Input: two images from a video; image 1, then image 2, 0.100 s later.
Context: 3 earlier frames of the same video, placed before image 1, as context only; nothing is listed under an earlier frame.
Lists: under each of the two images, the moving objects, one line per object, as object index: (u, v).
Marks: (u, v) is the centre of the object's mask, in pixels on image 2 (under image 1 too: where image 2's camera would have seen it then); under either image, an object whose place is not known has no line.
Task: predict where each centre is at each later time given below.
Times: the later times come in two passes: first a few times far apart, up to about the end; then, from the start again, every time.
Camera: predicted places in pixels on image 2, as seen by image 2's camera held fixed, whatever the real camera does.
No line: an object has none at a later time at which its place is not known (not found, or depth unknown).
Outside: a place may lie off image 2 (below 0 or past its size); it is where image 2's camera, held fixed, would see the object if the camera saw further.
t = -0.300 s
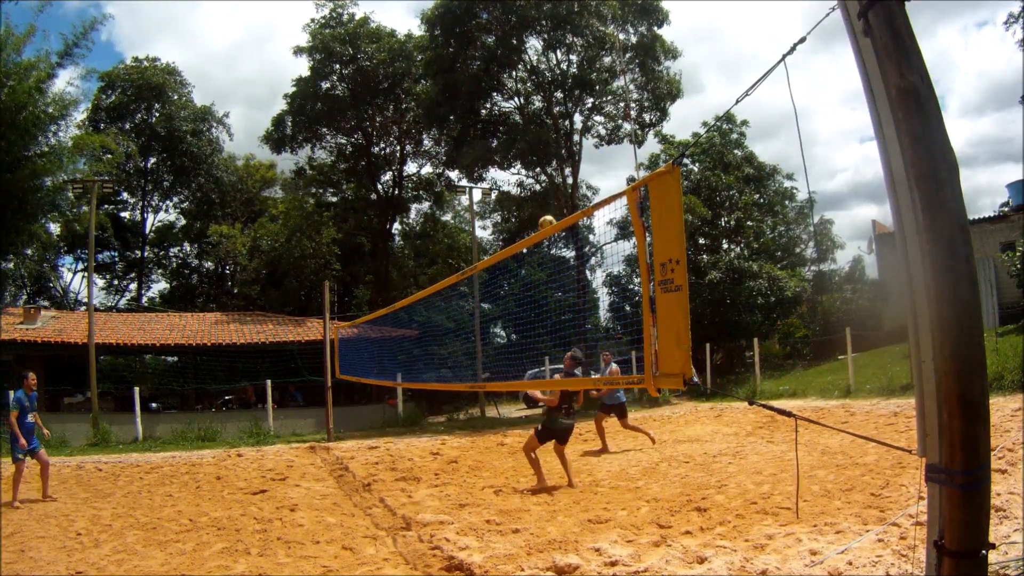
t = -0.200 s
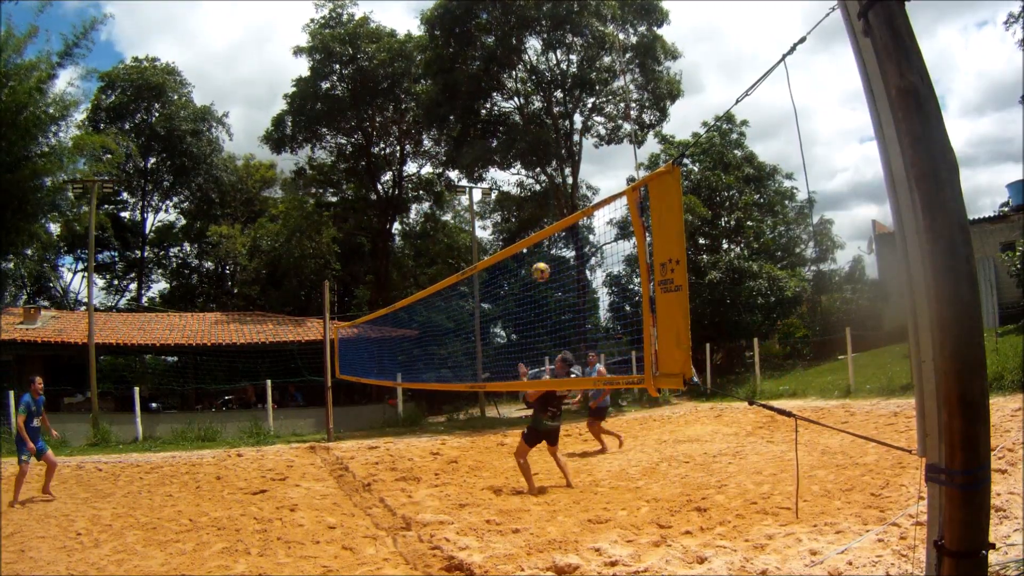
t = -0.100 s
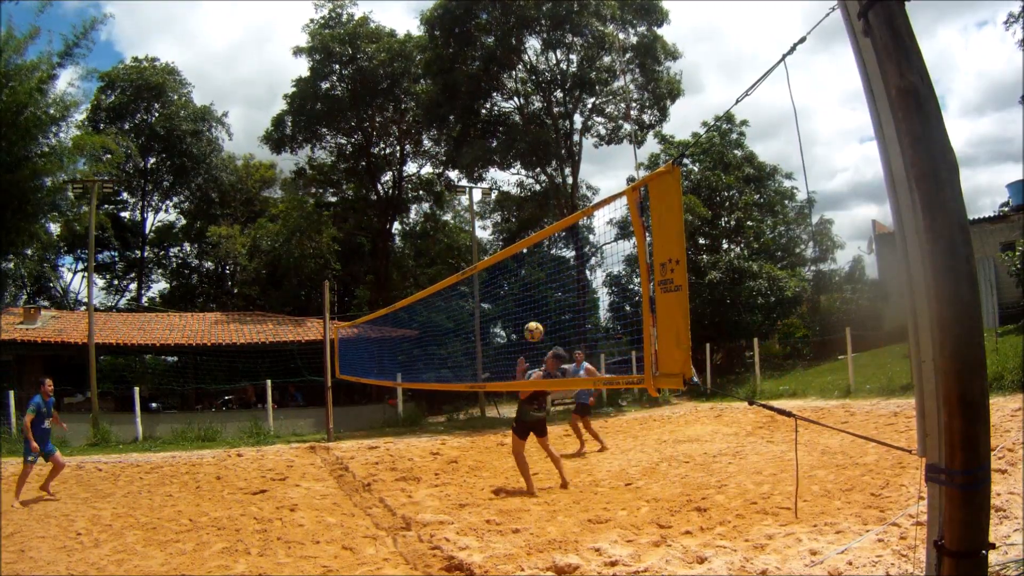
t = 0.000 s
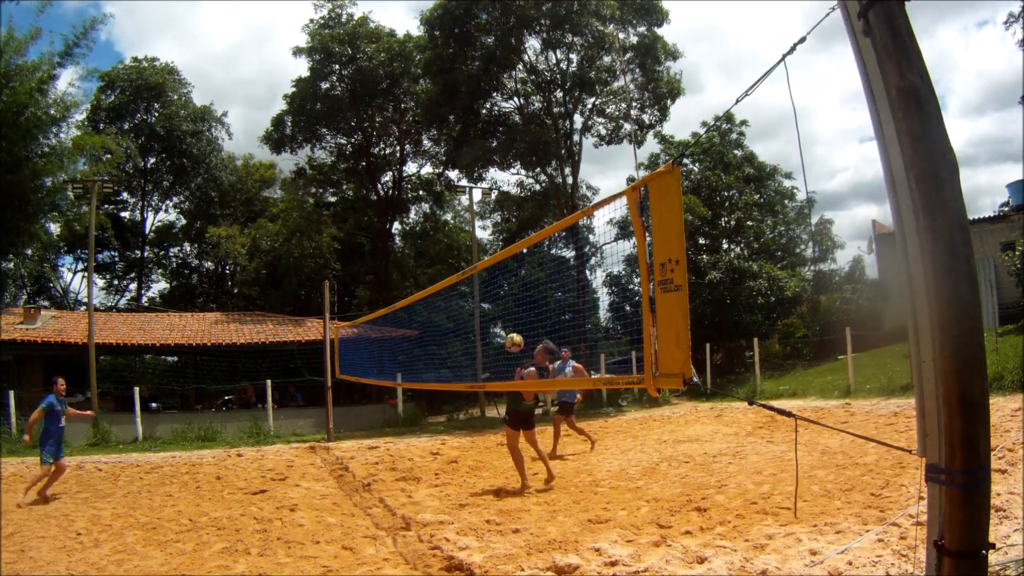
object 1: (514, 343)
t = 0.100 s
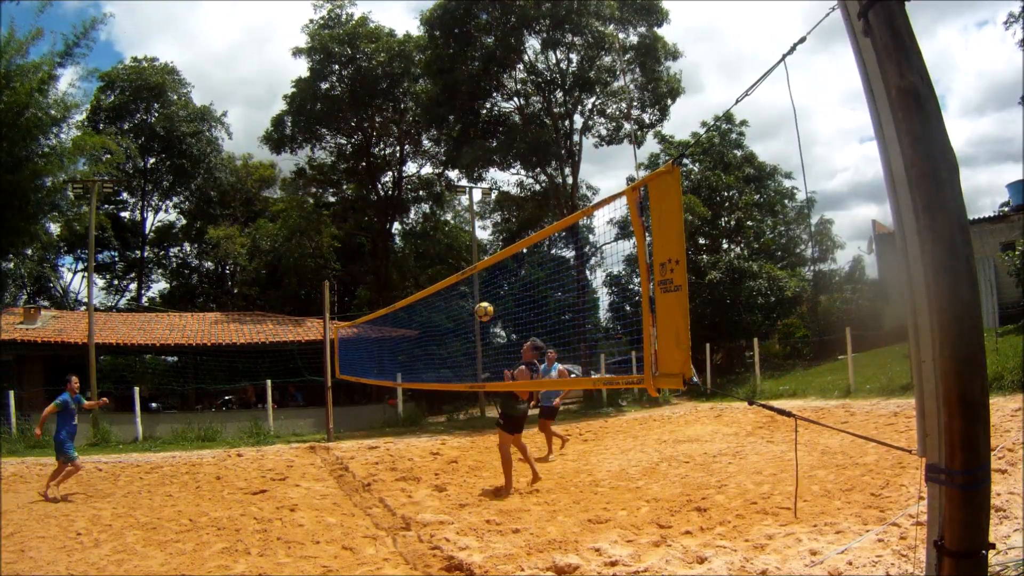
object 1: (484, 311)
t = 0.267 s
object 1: (435, 277)
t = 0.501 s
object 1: (374, 273)
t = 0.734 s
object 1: (317, 309)
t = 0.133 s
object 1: (474, 303)
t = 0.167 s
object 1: (464, 295)
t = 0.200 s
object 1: (455, 290)
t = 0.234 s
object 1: (447, 289)
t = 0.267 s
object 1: (435, 277)
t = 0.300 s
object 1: (427, 276)
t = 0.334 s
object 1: (417, 273)
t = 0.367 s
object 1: (409, 271)
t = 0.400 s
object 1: (400, 270)
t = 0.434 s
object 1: (391, 270)
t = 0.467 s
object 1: (382, 271)
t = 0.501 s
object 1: (374, 273)
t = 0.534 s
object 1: (366, 275)
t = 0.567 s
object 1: (357, 279)
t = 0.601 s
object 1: (349, 284)
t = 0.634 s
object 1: (341, 289)
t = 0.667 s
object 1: (333, 295)
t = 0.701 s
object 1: (325, 301)
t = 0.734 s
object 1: (317, 309)
